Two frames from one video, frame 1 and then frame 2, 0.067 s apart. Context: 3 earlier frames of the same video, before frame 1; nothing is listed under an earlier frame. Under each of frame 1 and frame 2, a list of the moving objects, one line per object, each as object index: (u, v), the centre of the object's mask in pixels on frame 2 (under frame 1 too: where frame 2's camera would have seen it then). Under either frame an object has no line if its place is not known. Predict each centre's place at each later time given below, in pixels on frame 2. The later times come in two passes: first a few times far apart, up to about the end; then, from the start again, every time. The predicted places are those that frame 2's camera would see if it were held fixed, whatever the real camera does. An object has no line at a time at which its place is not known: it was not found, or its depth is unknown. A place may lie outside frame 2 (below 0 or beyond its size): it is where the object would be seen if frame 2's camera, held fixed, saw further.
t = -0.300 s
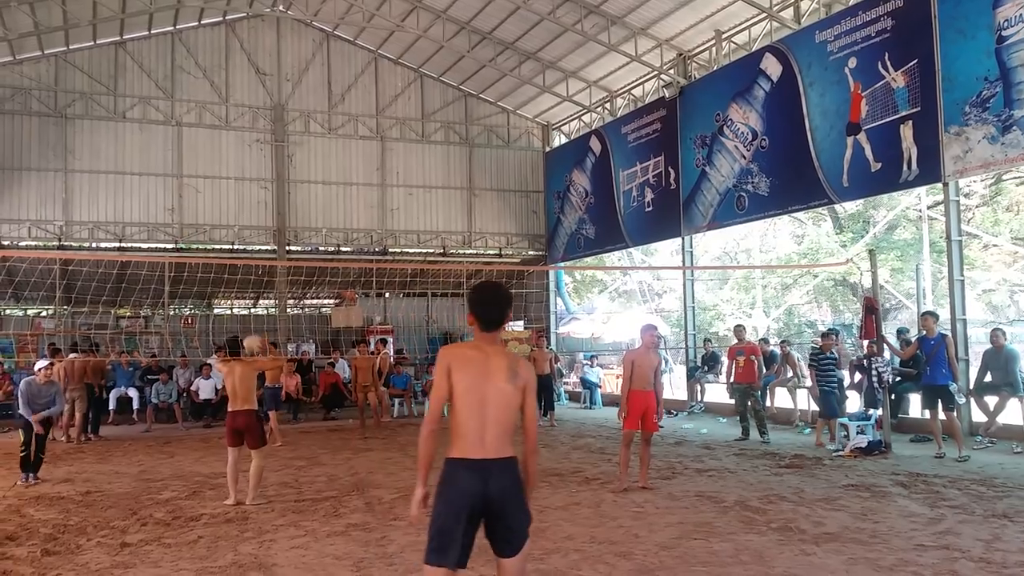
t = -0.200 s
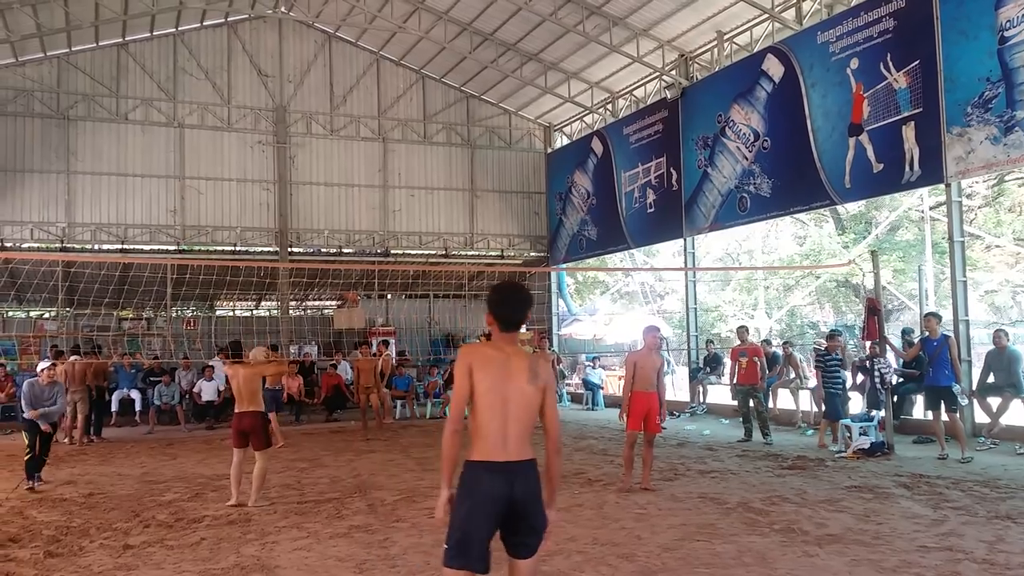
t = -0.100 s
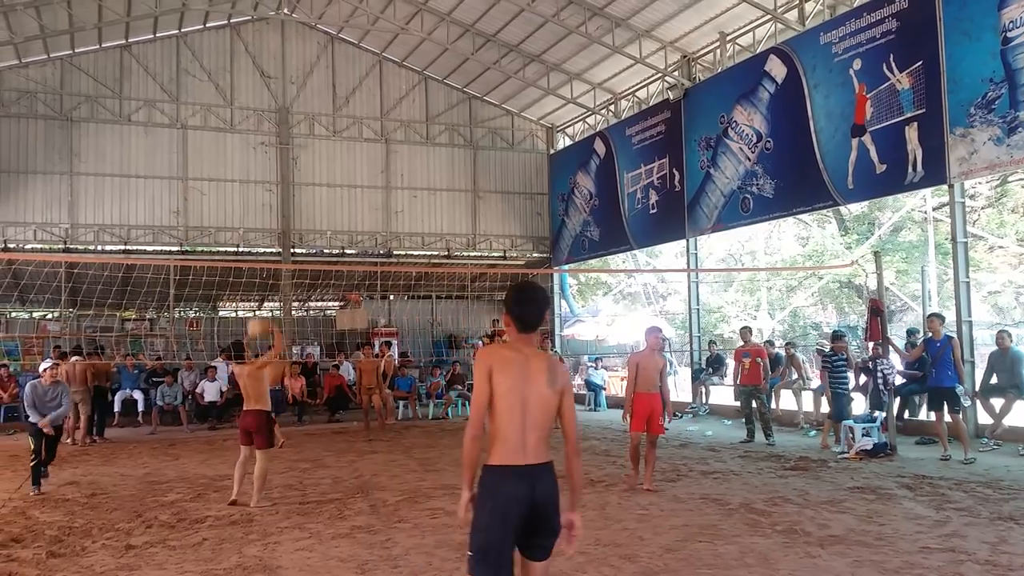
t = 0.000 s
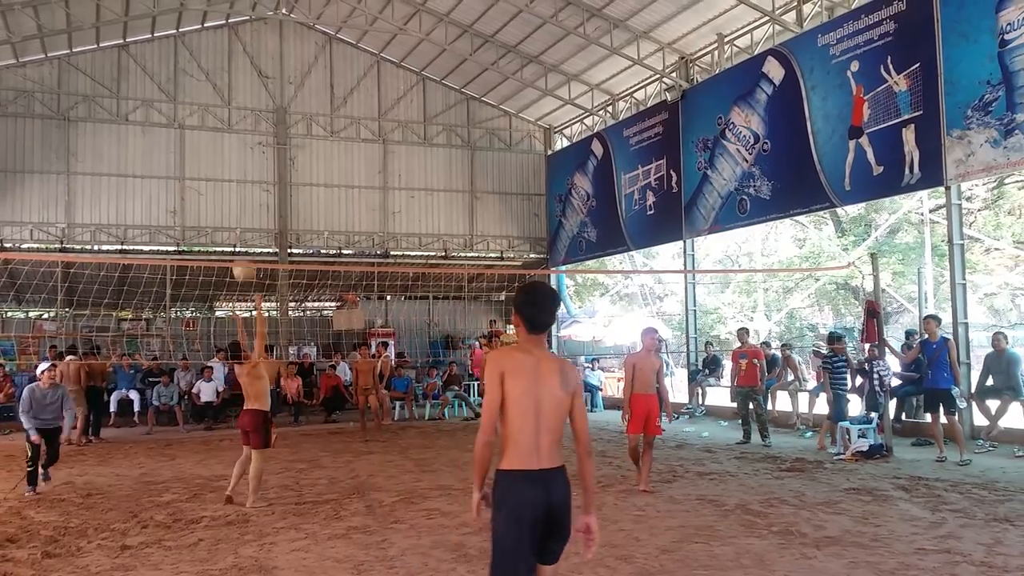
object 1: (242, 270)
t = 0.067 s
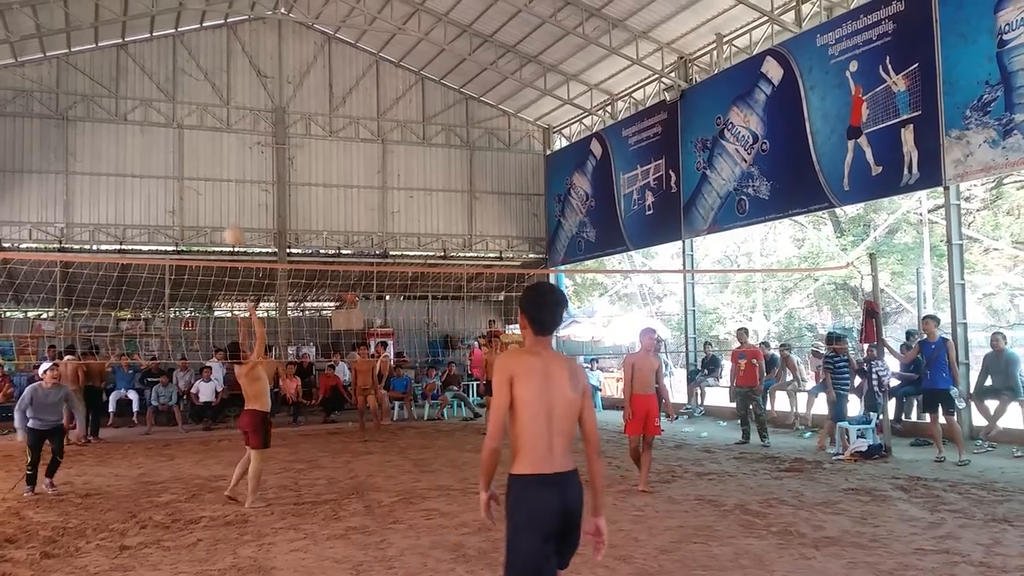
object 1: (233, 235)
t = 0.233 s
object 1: (216, 166)
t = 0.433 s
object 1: (194, 118)
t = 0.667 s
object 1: (168, 105)
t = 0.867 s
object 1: (144, 137)
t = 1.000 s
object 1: (130, 181)
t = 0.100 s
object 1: (230, 220)
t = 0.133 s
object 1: (227, 206)
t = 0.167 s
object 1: (223, 192)
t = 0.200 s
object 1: (219, 178)
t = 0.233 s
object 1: (216, 166)
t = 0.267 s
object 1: (211, 156)
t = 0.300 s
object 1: (208, 147)
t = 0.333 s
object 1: (204, 138)
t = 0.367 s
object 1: (201, 130)
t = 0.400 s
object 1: (196, 123)
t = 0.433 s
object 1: (194, 118)
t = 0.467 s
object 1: (189, 113)
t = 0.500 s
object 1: (186, 109)
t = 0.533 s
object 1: (182, 107)
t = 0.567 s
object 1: (179, 106)
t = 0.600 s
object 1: (175, 105)
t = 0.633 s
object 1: (171, 104)
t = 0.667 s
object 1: (168, 105)
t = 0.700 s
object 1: (164, 109)
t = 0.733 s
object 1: (160, 112)
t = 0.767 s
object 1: (156, 117)
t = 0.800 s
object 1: (152, 123)
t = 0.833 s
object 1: (148, 129)
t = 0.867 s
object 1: (144, 137)
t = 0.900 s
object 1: (140, 146)
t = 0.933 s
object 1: (137, 157)
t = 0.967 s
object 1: (133, 168)
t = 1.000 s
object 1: (130, 181)
